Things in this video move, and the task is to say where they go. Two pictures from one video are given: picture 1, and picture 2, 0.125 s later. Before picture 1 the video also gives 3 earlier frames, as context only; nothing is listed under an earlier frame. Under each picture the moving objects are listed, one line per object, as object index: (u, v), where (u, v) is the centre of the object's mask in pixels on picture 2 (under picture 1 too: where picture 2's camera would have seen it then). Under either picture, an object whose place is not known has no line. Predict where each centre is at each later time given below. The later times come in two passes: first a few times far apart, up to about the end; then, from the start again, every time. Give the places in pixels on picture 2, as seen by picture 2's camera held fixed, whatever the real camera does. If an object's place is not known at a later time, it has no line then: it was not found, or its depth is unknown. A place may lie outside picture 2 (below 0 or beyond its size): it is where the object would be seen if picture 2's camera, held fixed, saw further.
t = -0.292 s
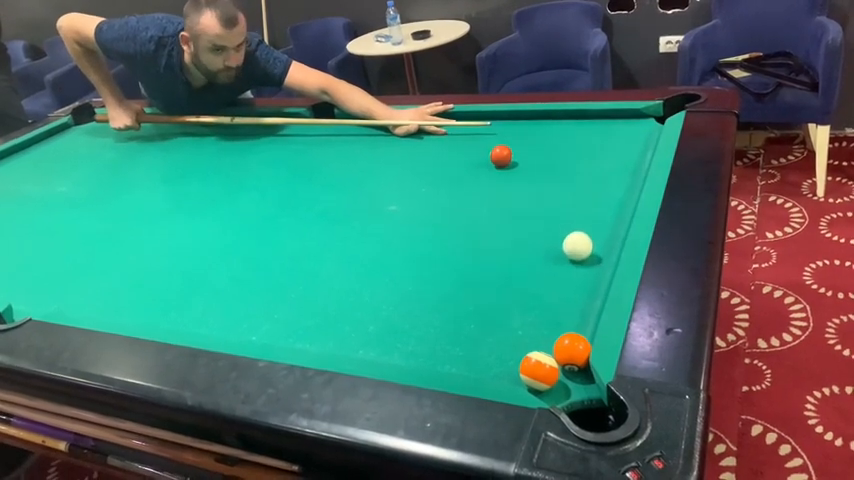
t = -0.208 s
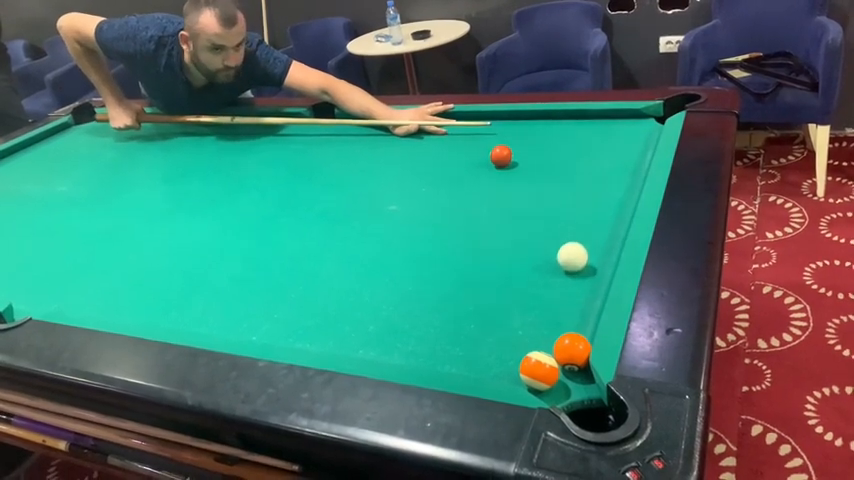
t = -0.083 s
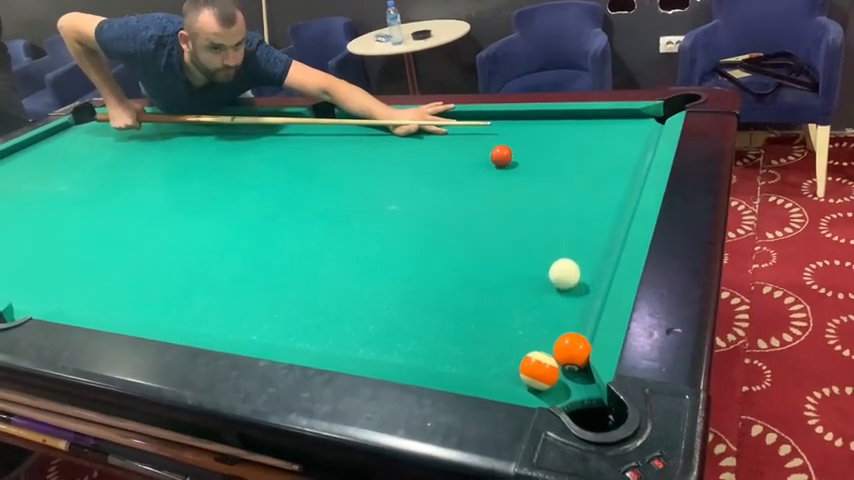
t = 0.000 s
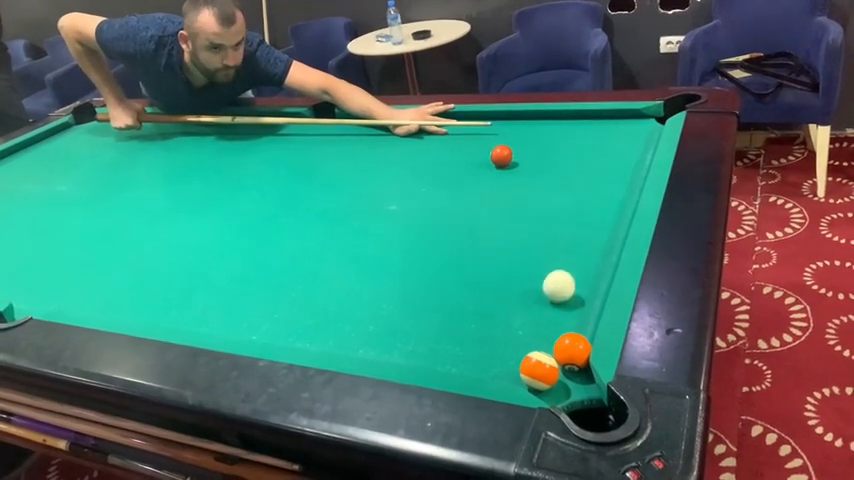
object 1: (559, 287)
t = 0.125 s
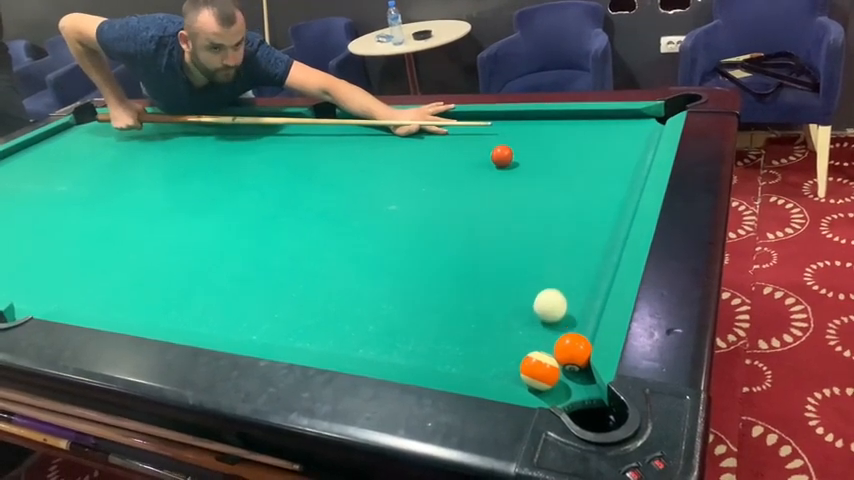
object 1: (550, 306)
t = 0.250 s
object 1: (540, 327)
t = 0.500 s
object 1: (512, 351)
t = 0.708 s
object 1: (485, 361)
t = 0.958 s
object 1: (470, 360)
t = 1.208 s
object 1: (467, 352)
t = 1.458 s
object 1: (464, 343)
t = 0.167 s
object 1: (547, 313)
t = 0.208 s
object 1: (544, 319)
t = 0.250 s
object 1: (540, 327)
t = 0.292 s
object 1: (537, 333)
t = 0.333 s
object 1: (533, 338)
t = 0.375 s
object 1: (528, 344)
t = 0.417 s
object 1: (523, 348)
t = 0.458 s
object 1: (518, 350)
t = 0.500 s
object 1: (512, 351)
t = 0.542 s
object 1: (507, 353)
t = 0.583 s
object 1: (501, 355)
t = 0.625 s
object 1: (496, 357)
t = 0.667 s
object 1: (490, 359)
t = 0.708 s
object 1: (485, 361)
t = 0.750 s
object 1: (480, 362)
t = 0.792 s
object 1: (474, 364)
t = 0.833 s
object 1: (471, 364)
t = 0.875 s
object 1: (470, 363)
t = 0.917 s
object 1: (470, 362)
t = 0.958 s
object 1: (470, 360)
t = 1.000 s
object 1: (469, 359)
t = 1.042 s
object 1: (469, 358)
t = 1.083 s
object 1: (468, 357)
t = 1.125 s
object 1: (468, 355)
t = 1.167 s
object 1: (467, 354)
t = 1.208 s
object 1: (467, 352)
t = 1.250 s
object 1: (466, 351)
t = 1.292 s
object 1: (466, 349)
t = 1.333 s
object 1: (466, 348)
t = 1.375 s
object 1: (465, 346)
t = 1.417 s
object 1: (465, 344)
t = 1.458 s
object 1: (464, 343)
